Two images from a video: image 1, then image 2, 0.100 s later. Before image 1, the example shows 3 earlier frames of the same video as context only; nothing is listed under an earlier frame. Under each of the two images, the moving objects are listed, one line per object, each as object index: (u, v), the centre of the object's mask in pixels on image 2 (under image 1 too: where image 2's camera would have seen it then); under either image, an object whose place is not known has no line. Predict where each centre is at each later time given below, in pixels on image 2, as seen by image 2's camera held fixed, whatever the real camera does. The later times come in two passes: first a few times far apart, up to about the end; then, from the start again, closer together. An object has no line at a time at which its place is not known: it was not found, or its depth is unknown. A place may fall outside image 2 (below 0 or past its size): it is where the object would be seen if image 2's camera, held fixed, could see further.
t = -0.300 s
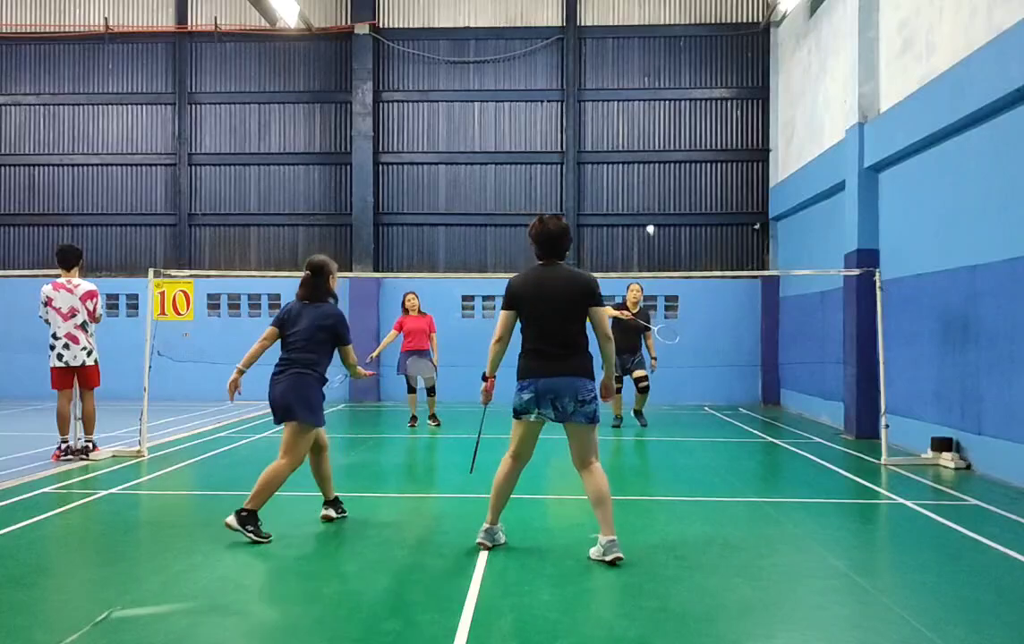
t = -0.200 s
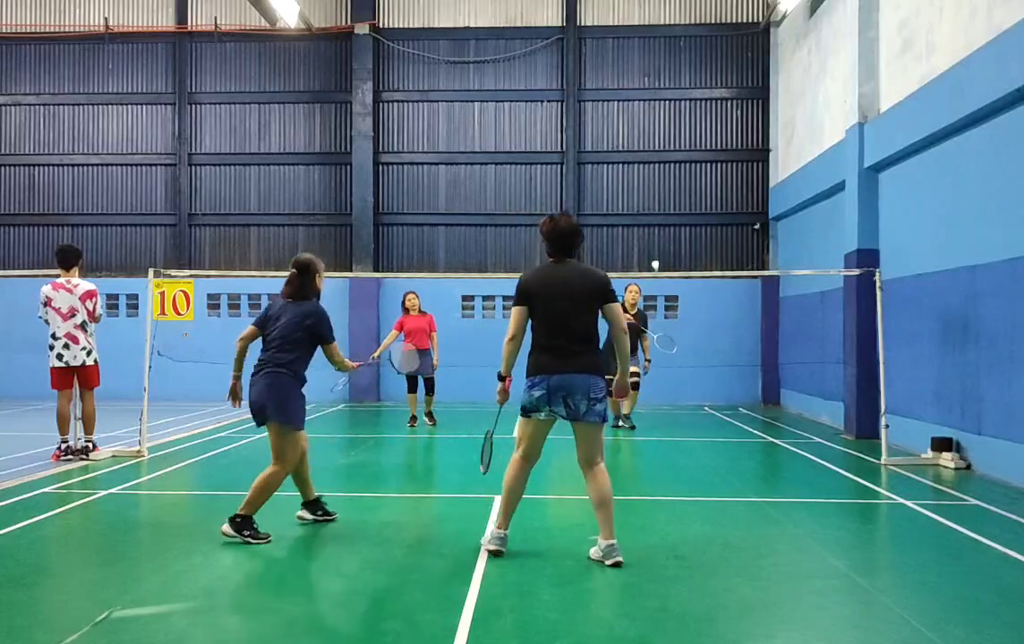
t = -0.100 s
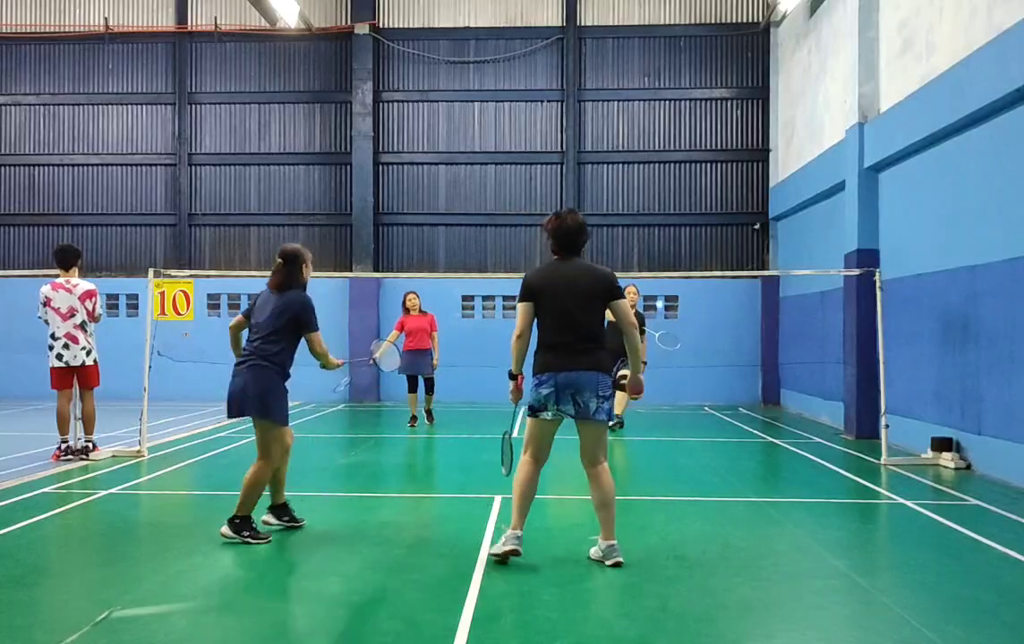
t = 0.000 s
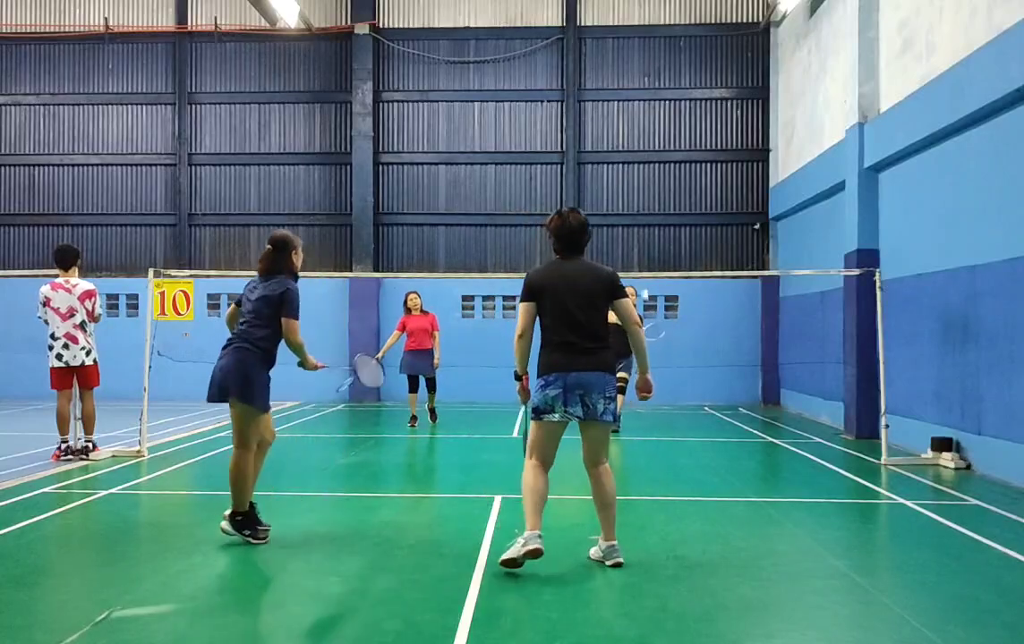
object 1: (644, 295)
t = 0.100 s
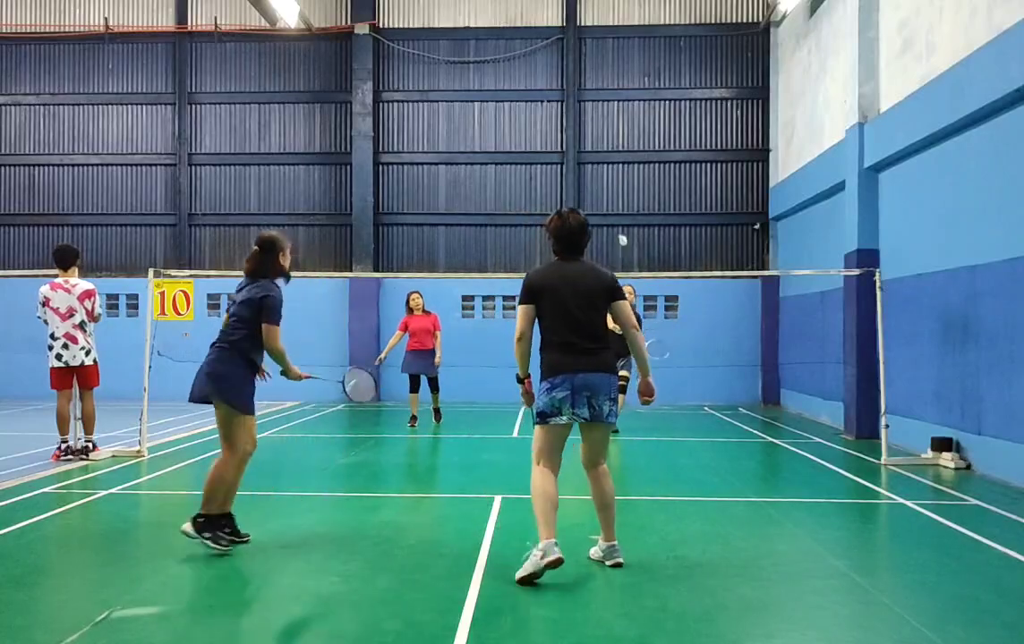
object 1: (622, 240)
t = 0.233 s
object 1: (589, 197)
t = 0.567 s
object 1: (514, 173)
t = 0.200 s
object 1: (598, 205)
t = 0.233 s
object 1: (589, 197)
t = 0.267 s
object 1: (581, 190)
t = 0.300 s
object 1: (574, 183)
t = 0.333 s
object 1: (566, 178)
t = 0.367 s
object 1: (559, 173)
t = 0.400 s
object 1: (552, 170)
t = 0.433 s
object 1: (544, 168)
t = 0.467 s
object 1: (537, 167)
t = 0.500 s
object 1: (529, 168)
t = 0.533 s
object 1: (521, 170)
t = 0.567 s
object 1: (514, 173)
